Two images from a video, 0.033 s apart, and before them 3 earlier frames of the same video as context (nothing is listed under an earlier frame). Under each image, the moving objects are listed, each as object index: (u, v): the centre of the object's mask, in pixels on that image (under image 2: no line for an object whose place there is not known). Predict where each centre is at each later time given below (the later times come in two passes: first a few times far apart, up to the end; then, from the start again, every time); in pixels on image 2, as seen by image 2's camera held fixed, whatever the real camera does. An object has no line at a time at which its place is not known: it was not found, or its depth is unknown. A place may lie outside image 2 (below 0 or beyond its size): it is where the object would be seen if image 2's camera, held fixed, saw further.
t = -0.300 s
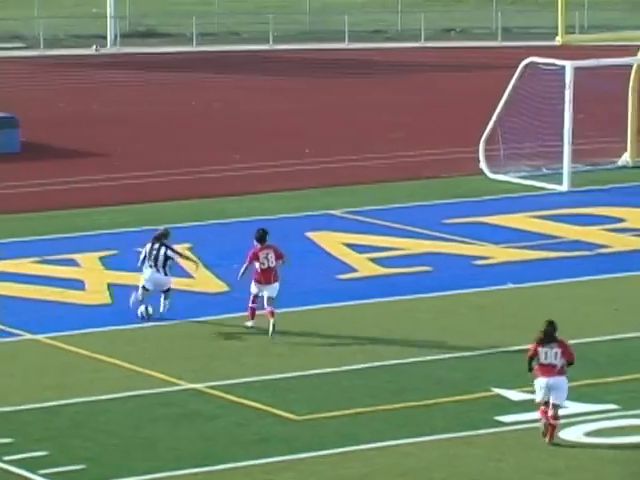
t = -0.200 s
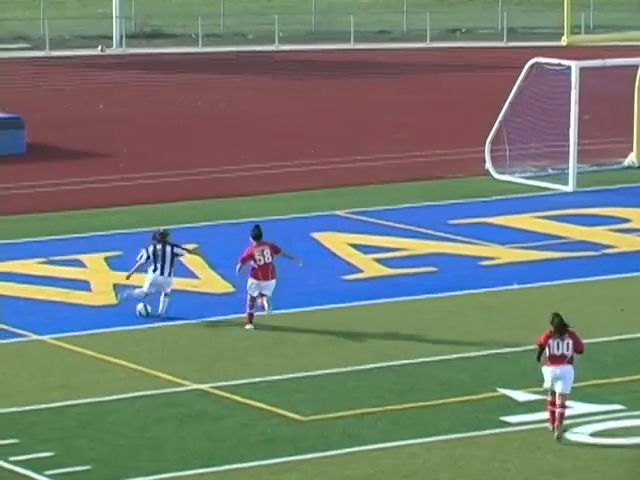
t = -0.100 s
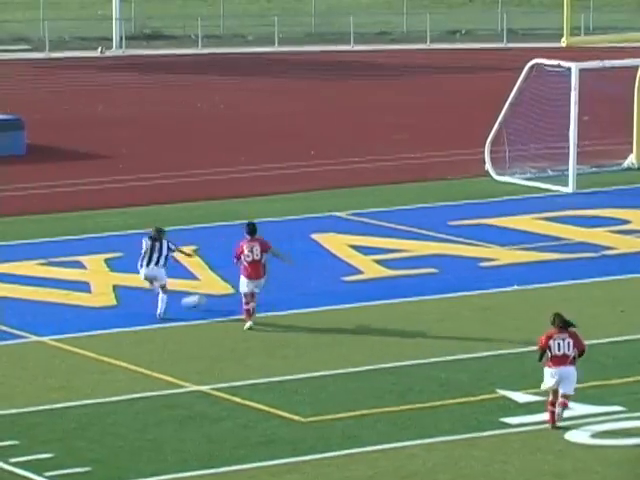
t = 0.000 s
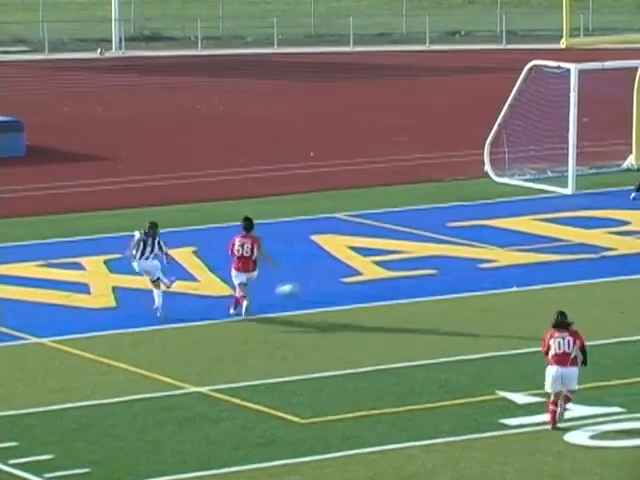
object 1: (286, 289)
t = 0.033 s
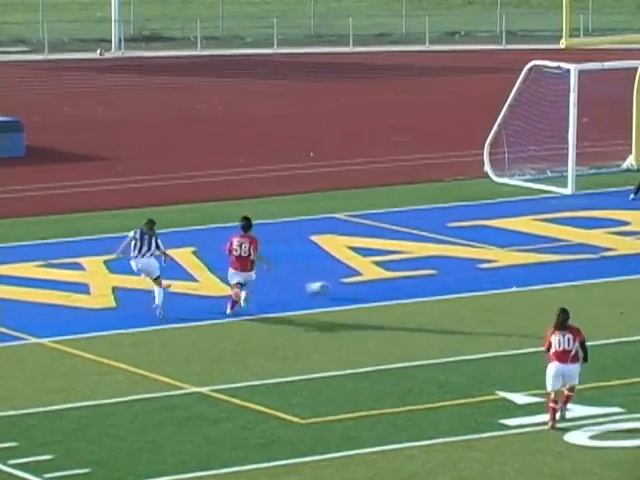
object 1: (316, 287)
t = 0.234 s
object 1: (479, 272)
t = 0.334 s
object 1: (555, 269)
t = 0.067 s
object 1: (344, 285)
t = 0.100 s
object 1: (374, 286)
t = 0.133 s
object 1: (400, 282)
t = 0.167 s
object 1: (428, 279)
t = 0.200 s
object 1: (455, 275)
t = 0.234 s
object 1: (479, 272)
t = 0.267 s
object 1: (505, 271)
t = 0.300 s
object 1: (531, 271)
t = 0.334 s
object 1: (555, 269)
